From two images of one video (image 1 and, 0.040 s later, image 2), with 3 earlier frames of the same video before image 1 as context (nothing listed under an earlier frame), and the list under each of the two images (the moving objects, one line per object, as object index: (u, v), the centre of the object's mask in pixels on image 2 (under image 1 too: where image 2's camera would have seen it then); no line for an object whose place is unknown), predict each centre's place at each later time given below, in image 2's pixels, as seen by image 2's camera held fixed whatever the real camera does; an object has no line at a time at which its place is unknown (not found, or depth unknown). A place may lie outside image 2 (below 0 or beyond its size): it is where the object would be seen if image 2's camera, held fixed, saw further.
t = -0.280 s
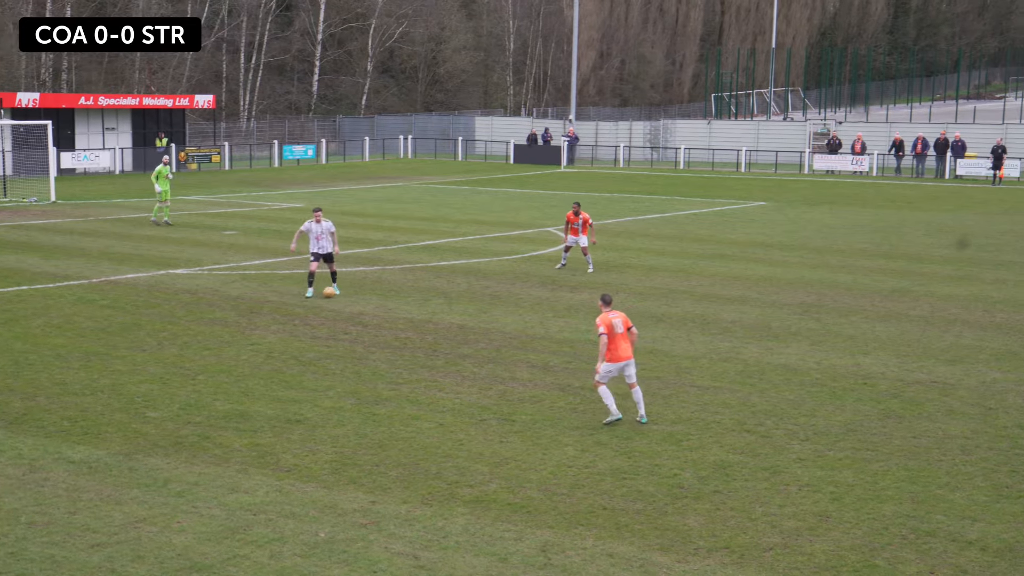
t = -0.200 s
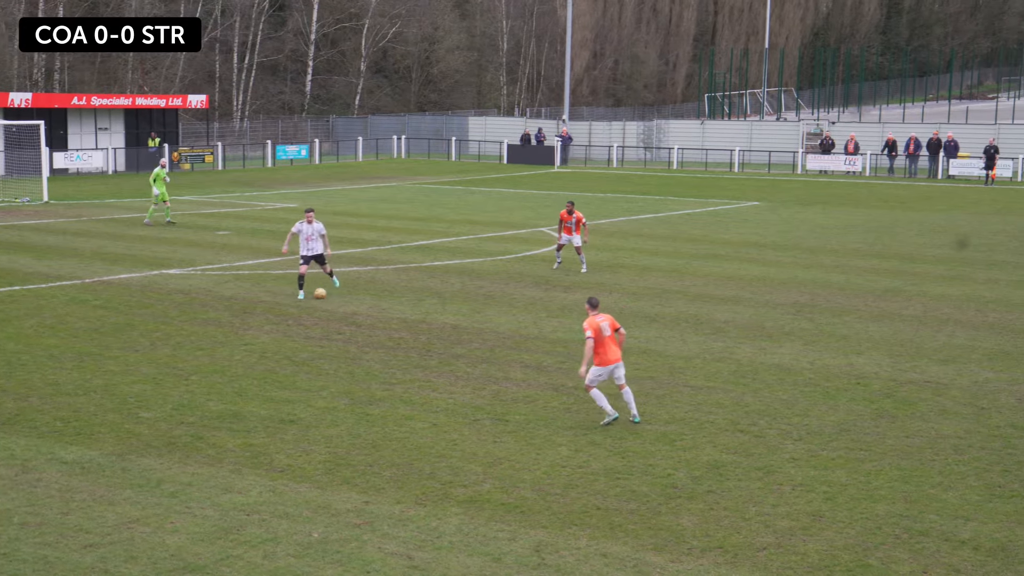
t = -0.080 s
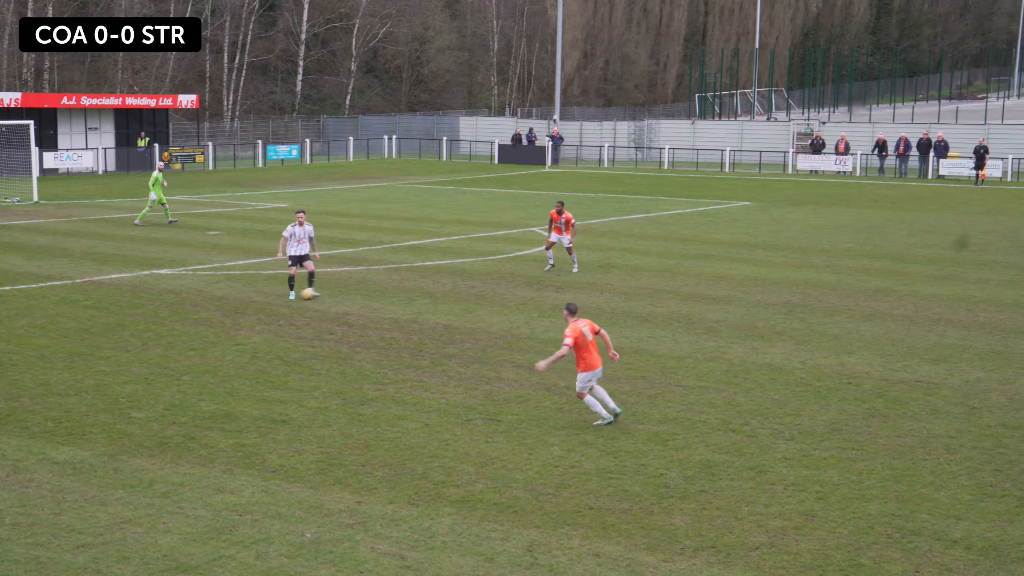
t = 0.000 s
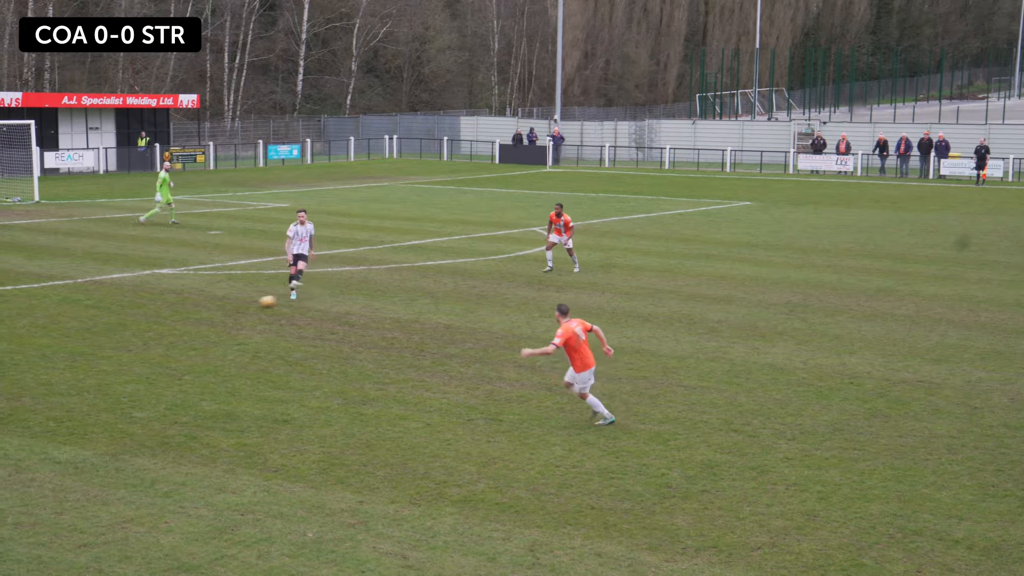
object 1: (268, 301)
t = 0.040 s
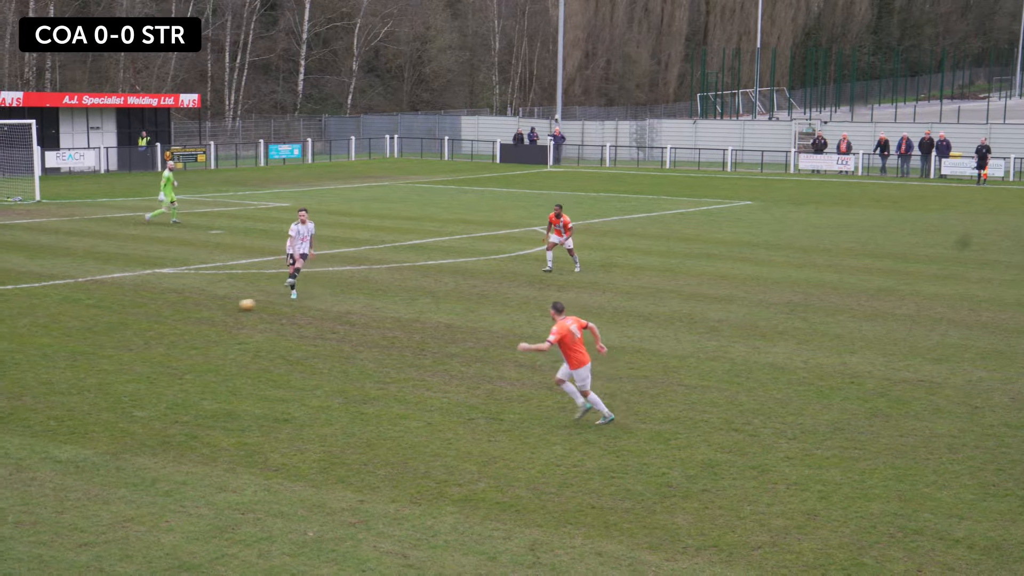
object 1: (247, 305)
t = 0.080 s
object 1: (225, 309)
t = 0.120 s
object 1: (205, 312)
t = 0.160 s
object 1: (184, 316)
